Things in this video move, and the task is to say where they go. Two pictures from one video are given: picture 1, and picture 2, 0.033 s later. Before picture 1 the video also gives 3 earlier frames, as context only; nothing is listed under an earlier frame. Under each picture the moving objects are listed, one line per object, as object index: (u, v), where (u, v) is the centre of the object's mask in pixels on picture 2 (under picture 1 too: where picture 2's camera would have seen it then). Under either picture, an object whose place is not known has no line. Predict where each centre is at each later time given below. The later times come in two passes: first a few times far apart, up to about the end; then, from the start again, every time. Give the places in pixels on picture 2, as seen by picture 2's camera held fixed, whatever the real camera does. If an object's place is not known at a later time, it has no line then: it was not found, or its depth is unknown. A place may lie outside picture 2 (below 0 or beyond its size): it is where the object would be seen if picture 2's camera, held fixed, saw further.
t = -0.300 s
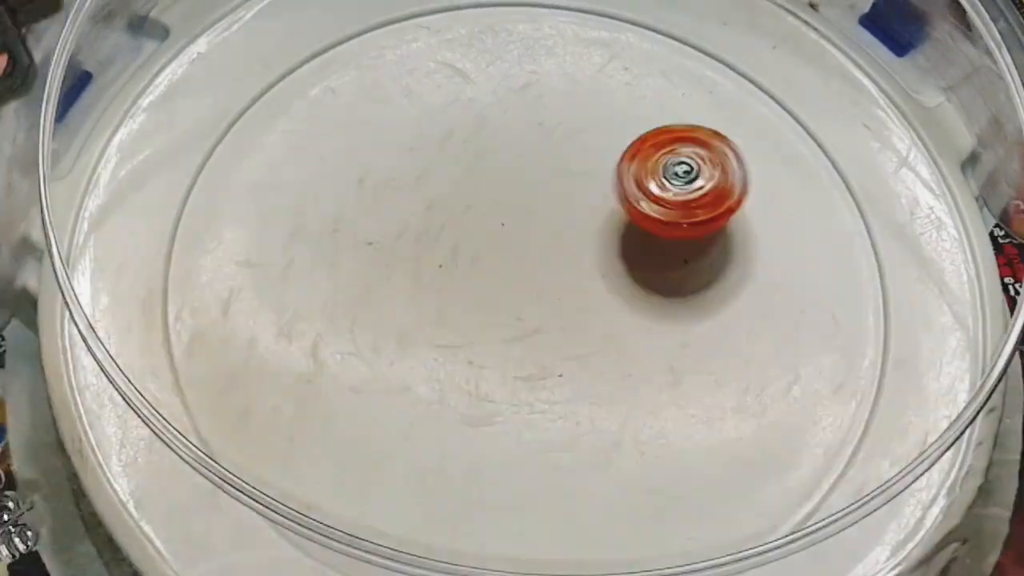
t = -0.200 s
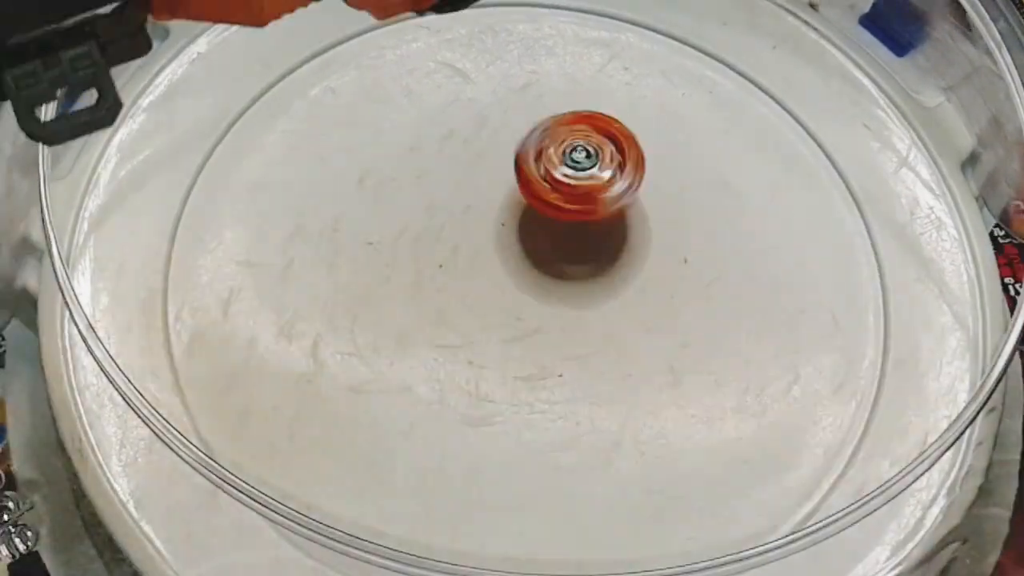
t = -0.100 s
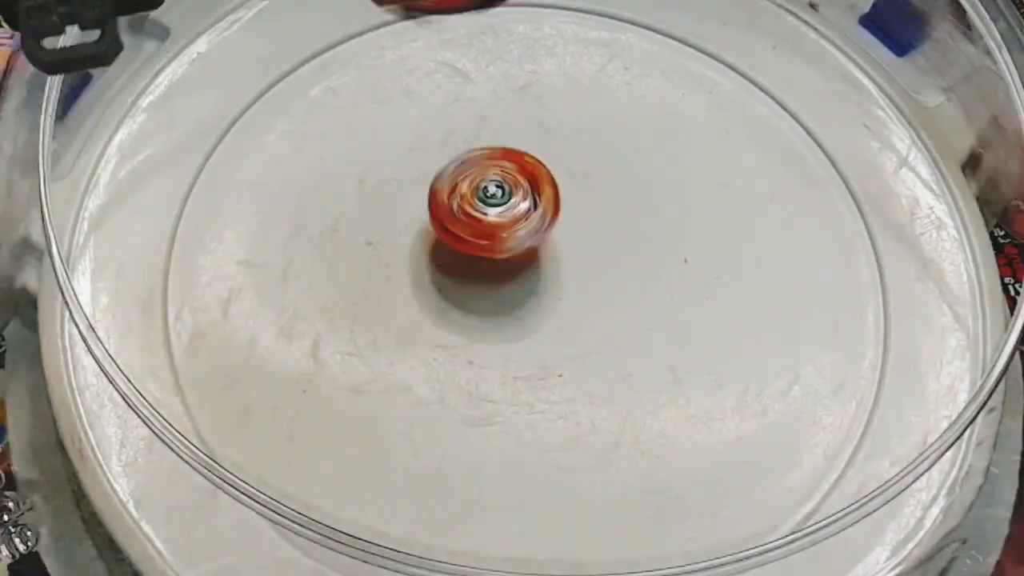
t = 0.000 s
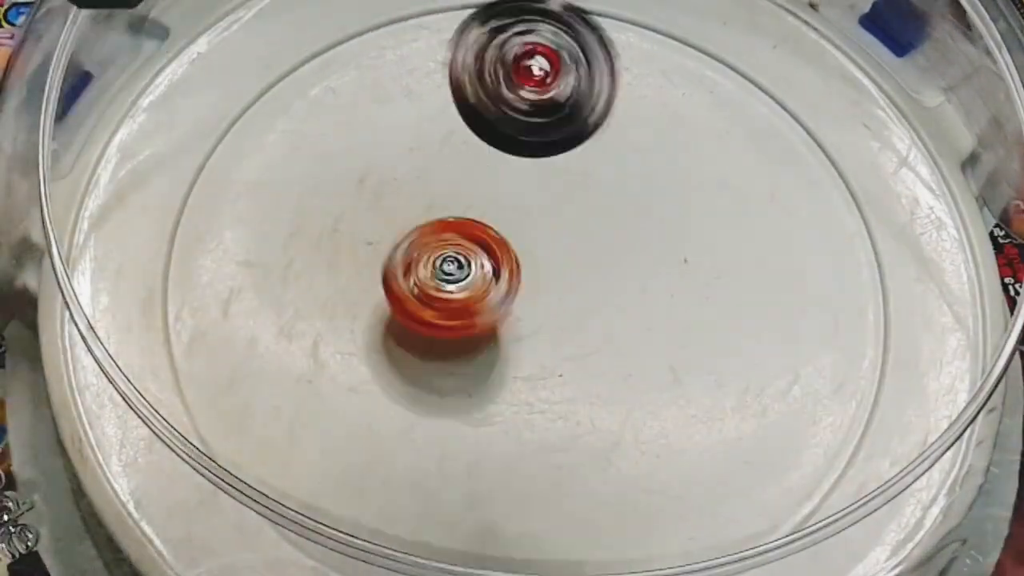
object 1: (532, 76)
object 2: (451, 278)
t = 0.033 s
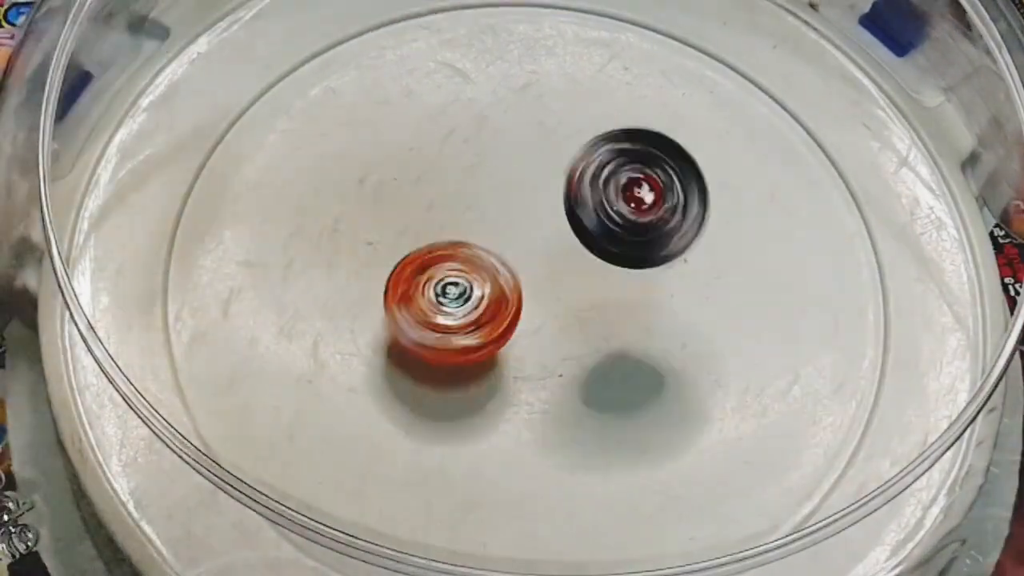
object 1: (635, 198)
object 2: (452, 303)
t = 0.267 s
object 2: (561, 414)
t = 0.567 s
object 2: (593, 251)
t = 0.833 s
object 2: (386, 263)
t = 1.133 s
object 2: (516, 370)
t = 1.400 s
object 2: (574, 267)
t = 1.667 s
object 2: (655, 371)
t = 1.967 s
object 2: (559, 200)
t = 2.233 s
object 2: (410, 289)
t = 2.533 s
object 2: (573, 410)
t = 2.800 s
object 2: (619, 230)
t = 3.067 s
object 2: (498, 191)
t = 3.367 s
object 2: (421, 214)
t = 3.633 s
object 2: (380, 283)
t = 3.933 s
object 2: (407, 325)
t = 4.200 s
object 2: (506, 345)
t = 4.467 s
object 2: (520, 359)
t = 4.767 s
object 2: (523, 360)
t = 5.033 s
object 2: (528, 361)
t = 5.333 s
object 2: (533, 358)
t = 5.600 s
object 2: (537, 358)
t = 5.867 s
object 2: (543, 358)
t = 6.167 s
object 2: (548, 355)
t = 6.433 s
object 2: (552, 354)
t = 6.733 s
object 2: (558, 351)
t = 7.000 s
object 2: (560, 348)
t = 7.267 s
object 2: (563, 347)
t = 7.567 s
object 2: (566, 342)
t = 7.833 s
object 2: (568, 341)
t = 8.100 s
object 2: (571, 339)
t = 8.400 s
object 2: (573, 335)
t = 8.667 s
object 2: (573, 333)
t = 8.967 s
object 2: (577, 330)
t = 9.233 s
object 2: (576, 327)
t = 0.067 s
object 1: (714, 223)
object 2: (454, 327)
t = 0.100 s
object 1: (803, 149)
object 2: (459, 350)
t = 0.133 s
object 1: (891, 83)
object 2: (475, 374)
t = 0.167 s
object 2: (492, 394)
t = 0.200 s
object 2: (514, 404)
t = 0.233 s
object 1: (738, 109)
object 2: (535, 412)
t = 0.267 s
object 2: (561, 414)
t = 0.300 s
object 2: (586, 410)
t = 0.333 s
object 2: (608, 397)
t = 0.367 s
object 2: (626, 384)
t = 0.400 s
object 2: (638, 361)
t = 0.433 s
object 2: (637, 335)
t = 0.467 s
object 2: (633, 311)
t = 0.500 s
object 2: (624, 284)
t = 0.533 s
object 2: (607, 265)
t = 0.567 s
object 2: (593, 251)
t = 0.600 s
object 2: (573, 240)
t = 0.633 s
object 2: (549, 234)
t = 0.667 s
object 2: (524, 227)
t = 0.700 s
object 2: (491, 226)
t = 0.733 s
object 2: (463, 230)
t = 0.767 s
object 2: (431, 237)
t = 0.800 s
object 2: (407, 250)
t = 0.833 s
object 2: (386, 263)
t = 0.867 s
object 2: (375, 283)
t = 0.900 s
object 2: (367, 300)
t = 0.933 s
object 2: (371, 322)
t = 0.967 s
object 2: (384, 337)
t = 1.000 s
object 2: (404, 354)
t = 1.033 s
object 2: (429, 364)
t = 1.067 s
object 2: (459, 374)
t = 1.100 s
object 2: (485, 373)
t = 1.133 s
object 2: (516, 370)
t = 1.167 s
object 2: (536, 360)
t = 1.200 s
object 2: (557, 347)
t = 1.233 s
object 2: (568, 332)
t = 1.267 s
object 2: (576, 311)
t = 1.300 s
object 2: (580, 290)
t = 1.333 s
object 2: (573, 269)
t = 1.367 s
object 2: (567, 251)
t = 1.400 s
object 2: (574, 267)
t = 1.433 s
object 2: (604, 307)
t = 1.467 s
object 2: (629, 342)
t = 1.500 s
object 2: (643, 368)
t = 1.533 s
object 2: (651, 387)
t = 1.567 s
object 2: (656, 390)
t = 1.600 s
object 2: (656, 390)
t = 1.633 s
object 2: (653, 383)
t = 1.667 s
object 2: (655, 371)
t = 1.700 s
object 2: (659, 354)
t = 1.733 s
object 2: (661, 334)
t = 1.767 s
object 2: (662, 308)
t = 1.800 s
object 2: (659, 282)
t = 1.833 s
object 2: (652, 256)
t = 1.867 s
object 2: (636, 235)
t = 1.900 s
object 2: (615, 218)
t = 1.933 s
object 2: (590, 207)
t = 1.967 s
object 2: (559, 200)
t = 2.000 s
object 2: (527, 198)
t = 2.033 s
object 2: (499, 200)
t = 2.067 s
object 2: (478, 207)
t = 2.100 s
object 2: (458, 217)
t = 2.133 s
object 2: (441, 229)
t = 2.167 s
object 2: (426, 246)
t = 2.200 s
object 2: (415, 265)
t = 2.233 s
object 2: (410, 289)
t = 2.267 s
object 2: (412, 316)
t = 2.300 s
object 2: (416, 342)
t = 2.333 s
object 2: (430, 368)
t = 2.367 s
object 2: (447, 384)
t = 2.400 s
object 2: (469, 397)
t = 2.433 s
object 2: (493, 407)
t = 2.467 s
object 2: (516, 411)
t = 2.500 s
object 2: (544, 413)
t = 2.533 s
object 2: (573, 410)
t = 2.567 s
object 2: (603, 400)
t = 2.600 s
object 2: (626, 383)
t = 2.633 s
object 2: (642, 362)
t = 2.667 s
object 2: (651, 340)
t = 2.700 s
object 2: (652, 312)
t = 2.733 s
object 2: (647, 284)
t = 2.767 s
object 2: (637, 256)
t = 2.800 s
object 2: (619, 230)
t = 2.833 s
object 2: (601, 209)
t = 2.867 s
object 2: (584, 192)
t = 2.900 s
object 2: (571, 181)
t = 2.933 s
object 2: (555, 176)
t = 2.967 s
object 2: (538, 176)
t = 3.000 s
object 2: (522, 179)
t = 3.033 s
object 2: (508, 184)
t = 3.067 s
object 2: (498, 191)
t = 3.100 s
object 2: (487, 198)
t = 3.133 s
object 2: (478, 203)
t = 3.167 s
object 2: (465, 202)
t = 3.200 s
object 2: (453, 205)
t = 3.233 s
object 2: (447, 212)
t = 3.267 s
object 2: (442, 214)
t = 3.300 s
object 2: (440, 215)
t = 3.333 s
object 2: (428, 210)
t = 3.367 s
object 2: (421, 214)
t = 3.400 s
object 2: (417, 221)
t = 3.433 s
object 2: (408, 225)
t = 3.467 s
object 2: (397, 234)
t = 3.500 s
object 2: (390, 242)
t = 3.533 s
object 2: (382, 249)
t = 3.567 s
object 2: (369, 257)
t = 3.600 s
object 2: (370, 272)
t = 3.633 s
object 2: (380, 283)
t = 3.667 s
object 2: (390, 294)
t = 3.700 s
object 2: (403, 307)
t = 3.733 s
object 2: (415, 309)
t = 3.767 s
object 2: (418, 310)
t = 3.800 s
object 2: (412, 318)
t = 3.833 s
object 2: (413, 319)
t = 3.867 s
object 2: (417, 319)
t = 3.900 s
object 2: (425, 313)
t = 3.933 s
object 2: (407, 325)
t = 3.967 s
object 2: (403, 342)
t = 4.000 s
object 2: (404, 354)
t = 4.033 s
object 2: (419, 370)
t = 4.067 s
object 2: (439, 376)
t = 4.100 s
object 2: (461, 382)
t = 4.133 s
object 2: (482, 371)
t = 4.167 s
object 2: (496, 364)
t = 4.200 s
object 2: (506, 345)
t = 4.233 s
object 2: (509, 329)
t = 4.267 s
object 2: (510, 308)
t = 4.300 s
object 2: (506, 321)
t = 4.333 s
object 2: (507, 341)
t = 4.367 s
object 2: (505, 354)
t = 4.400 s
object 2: (510, 357)
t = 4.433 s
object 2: (520, 359)
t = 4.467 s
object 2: (520, 359)
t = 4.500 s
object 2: (521, 360)
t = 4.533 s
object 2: (522, 361)
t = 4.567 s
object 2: (522, 361)
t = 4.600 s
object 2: (521, 361)
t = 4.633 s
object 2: (522, 361)
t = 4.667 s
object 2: (522, 361)
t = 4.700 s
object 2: (522, 360)
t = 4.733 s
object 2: (523, 360)
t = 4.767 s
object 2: (523, 360)
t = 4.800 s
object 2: (523, 360)
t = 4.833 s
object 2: (524, 360)
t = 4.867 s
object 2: (525, 360)
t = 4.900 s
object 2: (526, 359)
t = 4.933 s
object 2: (527, 359)
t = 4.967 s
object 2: (528, 360)
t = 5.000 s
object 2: (528, 361)
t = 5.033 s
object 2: (528, 361)
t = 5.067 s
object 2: (528, 361)
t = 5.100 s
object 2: (528, 360)
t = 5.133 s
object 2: (528, 359)
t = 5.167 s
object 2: (529, 359)
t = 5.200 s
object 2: (530, 359)
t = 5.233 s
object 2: (530, 359)
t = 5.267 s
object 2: (531, 359)
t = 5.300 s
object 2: (532, 359)
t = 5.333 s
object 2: (533, 358)
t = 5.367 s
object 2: (534, 359)
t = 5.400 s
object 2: (535, 359)
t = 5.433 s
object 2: (535, 359)
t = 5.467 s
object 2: (535, 359)
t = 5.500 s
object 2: (536, 359)
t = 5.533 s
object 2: (536, 360)
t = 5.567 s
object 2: (536, 358)
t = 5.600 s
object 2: (537, 358)
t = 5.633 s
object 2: (537, 358)
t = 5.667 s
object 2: (538, 358)
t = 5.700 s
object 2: (538, 357)
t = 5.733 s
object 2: (540, 357)
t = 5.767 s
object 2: (541, 357)
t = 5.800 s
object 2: (542, 357)
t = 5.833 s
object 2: (543, 357)
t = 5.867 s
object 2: (543, 358)
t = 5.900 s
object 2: (543, 358)
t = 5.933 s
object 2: (543, 358)
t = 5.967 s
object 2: (544, 358)
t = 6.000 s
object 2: (544, 357)
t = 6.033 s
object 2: (544, 357)
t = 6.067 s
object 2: (545, 356)
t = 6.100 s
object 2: (546, 356)
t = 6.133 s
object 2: (547, 355)
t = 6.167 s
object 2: (548, 355)
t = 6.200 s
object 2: (548, 355)
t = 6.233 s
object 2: (549, 354)
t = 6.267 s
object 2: (551, 354)
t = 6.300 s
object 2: (551, 355)
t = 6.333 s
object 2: (551, 355)
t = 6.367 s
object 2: (551, 355)
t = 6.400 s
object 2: (552, 355)
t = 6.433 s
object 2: (552, 354)
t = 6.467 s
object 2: (552, 354)
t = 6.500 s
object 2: (553, 353)
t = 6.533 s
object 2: (553, 353)
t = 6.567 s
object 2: (554, 352)
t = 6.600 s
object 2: (554, 351)
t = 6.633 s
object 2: (556, 351)
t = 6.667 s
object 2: (556, 351)
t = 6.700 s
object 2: (557, 351)
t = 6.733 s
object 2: (558, 351)
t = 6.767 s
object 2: (558, 351)
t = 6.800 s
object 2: (558, 351)
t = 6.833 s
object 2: (559, 351)
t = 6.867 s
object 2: (558, 351)
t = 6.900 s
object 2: (558, 350)
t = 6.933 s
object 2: (559, 349)
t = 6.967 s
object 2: (559, 349)
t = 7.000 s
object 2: (560, 348)
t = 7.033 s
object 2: (560, 348)
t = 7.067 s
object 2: (561, 347)
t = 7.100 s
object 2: (562, 347)
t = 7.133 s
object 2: (562, 346)
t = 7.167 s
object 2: (563, 346)
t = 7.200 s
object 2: (563, 347)
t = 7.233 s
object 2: (563, 347)
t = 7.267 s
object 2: (563, 347)
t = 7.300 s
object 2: (564, 347)
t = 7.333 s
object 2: (563, 346)
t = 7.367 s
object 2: (563, 345)
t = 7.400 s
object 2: (564, 345)
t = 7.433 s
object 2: (564, 345)
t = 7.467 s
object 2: (564, 344)
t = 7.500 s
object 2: (565, 343)
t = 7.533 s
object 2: (566, 343)
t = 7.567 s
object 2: (566, 342)
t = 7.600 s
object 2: (567, 342)
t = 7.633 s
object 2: (568, 343)
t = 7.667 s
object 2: (567, 343)
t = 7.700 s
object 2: (567, 343)
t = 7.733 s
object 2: (568, 343)
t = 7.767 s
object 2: (567, 342)
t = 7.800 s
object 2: (567, 341)
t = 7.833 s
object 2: (568, 341)
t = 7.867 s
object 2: (568, 340)
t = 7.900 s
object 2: (568, 340)
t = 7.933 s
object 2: (569, 339)
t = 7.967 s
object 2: (569, 339)
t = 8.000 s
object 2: (570, 338)
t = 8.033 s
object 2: (571, 338)
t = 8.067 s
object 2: (572, 338)
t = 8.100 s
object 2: (571, 339)
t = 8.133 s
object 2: (571, 339)
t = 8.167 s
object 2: (571, 338)
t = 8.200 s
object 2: (571, 338)
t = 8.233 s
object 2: (570, 338)
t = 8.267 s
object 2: (571, 337)
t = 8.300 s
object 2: (571, 336)
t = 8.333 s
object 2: (572, 335)
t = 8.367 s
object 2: (572, 335)
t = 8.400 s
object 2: (573, 335)
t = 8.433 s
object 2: (573, 334)
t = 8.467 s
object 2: (574, 334)
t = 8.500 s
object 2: (574, 335)
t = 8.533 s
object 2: (575, 334)
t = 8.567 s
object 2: (574, 335)
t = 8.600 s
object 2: (574, 334)
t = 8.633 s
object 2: (574, 334)
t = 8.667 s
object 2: (573, 333)
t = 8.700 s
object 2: (573, 332)
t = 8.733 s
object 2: (574, 332)
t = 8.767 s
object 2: (574, 331)
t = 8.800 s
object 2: (574, 331)
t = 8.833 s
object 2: (575, 330)
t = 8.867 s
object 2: (576, 330)
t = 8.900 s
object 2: (576, 330)
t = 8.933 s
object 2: (576, 330)
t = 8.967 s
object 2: (577, 330)
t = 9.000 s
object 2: (577, 330)
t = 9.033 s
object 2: (576, 330)
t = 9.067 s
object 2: (576, 330)
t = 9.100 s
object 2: (576, 329)
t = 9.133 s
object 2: (575, 328)
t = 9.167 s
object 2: (576, 328)
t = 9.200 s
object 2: (576, 328)
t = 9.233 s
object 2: (576, 327)
